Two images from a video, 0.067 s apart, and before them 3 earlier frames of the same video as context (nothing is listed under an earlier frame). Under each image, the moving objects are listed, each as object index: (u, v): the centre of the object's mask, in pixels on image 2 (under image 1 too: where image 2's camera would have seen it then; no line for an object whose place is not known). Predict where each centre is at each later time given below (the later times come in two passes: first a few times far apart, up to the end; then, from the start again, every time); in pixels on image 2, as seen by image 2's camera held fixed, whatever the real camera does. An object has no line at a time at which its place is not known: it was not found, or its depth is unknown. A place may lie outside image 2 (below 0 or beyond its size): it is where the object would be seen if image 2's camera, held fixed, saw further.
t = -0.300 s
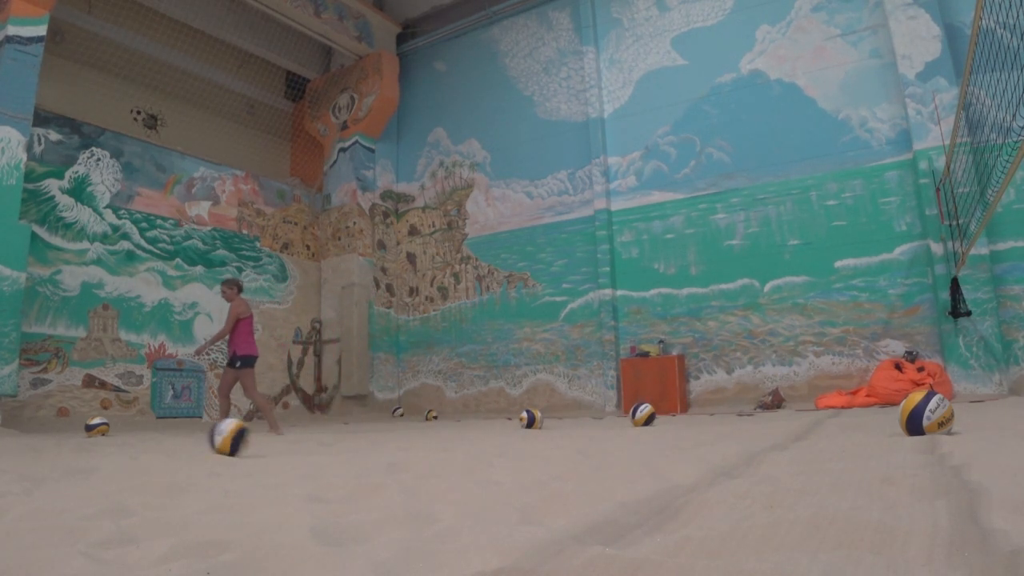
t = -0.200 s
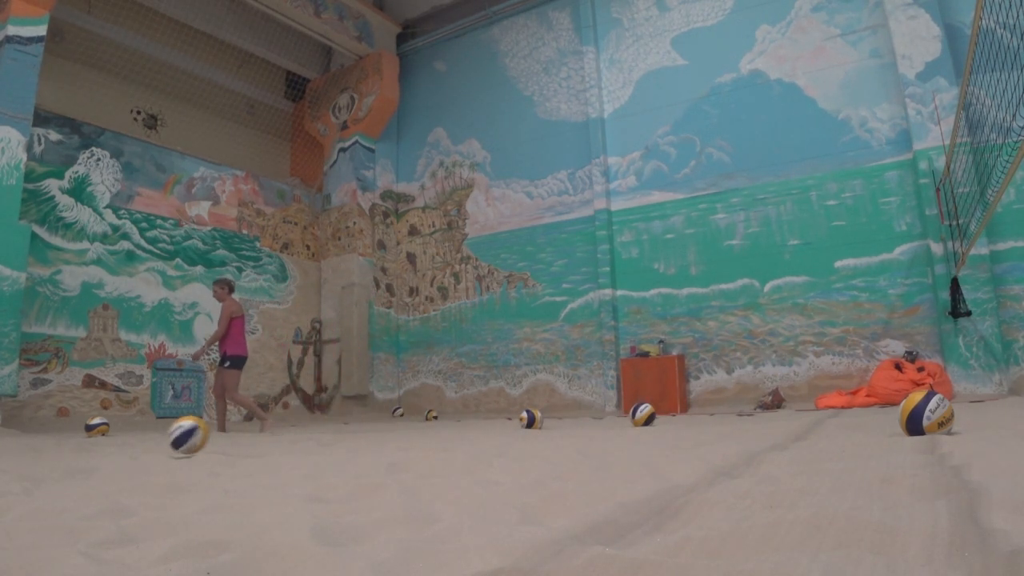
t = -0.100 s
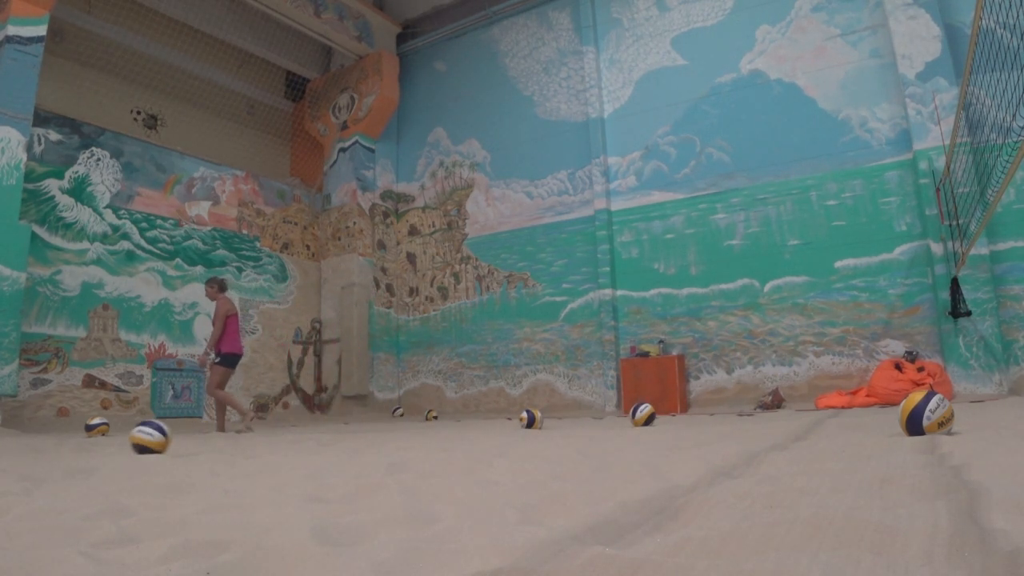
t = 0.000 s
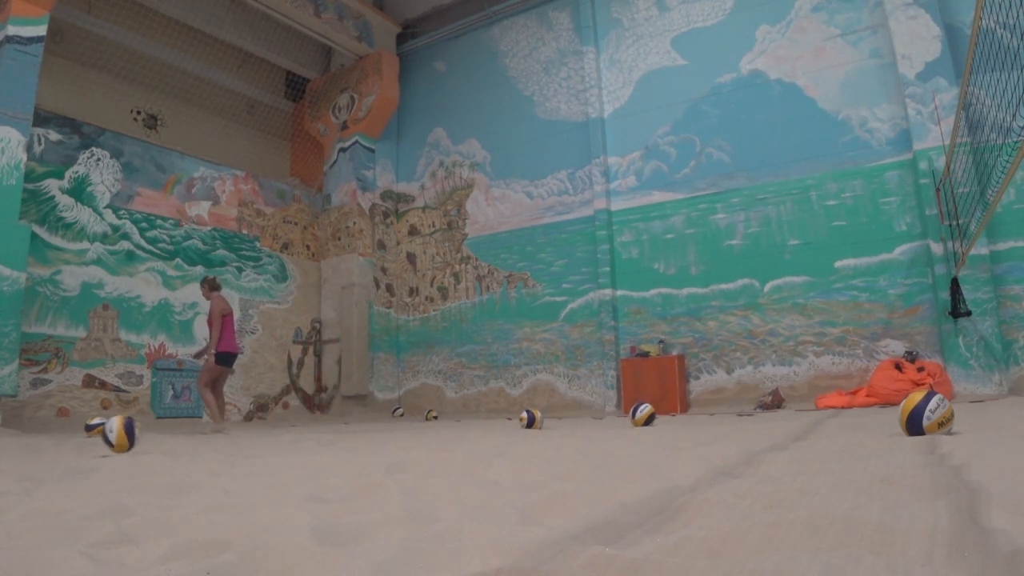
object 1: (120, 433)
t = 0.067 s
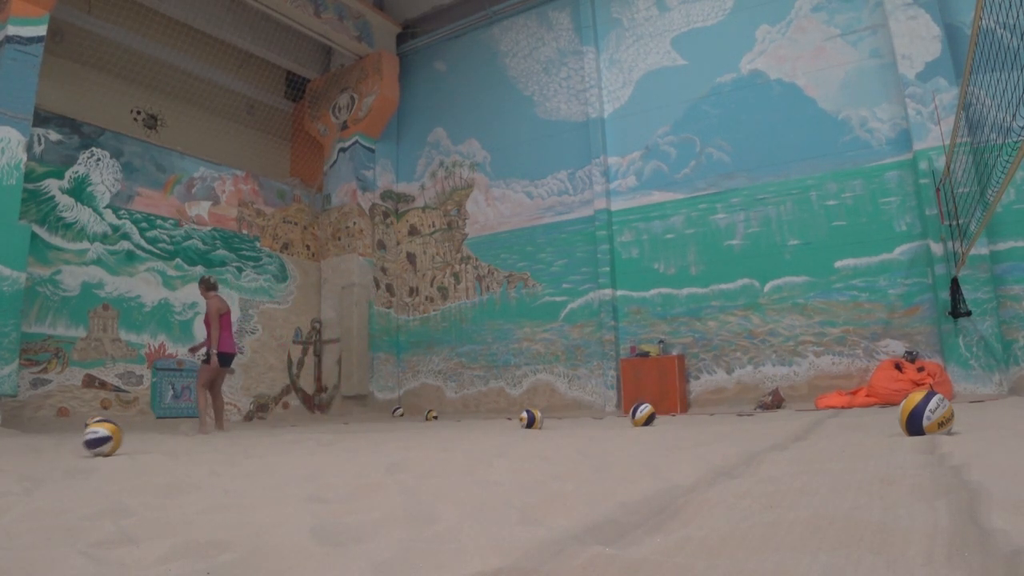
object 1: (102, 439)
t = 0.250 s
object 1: (59, 438)
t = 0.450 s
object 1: (26, 438)
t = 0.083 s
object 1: (98, 439)
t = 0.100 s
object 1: (94, 439)
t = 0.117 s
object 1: (90, 438)
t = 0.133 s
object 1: (84, 439)
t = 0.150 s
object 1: (80, 439)
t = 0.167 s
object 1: (76, 439)
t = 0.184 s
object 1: (73, 439)
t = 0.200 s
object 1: (69, 438)
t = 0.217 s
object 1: (66, 438)
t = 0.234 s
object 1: (63, 438)
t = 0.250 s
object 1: (59, 438)
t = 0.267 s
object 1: (56, 438)
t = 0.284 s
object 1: (54, 438)
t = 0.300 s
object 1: (50, 438)
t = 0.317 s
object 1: (48, 437)
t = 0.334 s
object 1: (45, 437)
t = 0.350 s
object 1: (41, 436)
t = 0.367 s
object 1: (39, 436)
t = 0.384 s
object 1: (36, 436)
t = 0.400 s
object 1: (34, 437)
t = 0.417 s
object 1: (31, 437)
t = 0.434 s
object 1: (28, 438)
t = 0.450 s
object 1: (26, 438)
